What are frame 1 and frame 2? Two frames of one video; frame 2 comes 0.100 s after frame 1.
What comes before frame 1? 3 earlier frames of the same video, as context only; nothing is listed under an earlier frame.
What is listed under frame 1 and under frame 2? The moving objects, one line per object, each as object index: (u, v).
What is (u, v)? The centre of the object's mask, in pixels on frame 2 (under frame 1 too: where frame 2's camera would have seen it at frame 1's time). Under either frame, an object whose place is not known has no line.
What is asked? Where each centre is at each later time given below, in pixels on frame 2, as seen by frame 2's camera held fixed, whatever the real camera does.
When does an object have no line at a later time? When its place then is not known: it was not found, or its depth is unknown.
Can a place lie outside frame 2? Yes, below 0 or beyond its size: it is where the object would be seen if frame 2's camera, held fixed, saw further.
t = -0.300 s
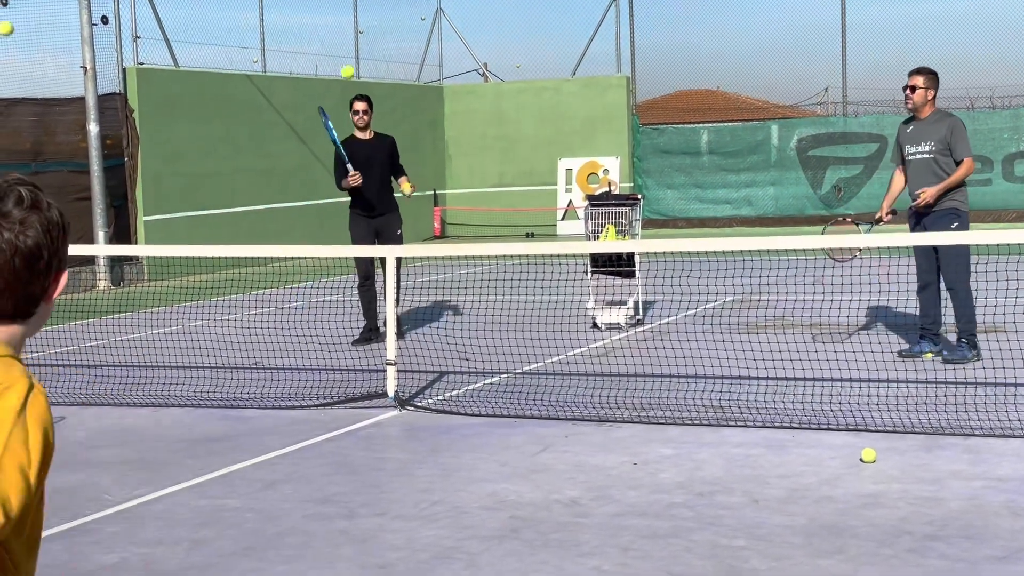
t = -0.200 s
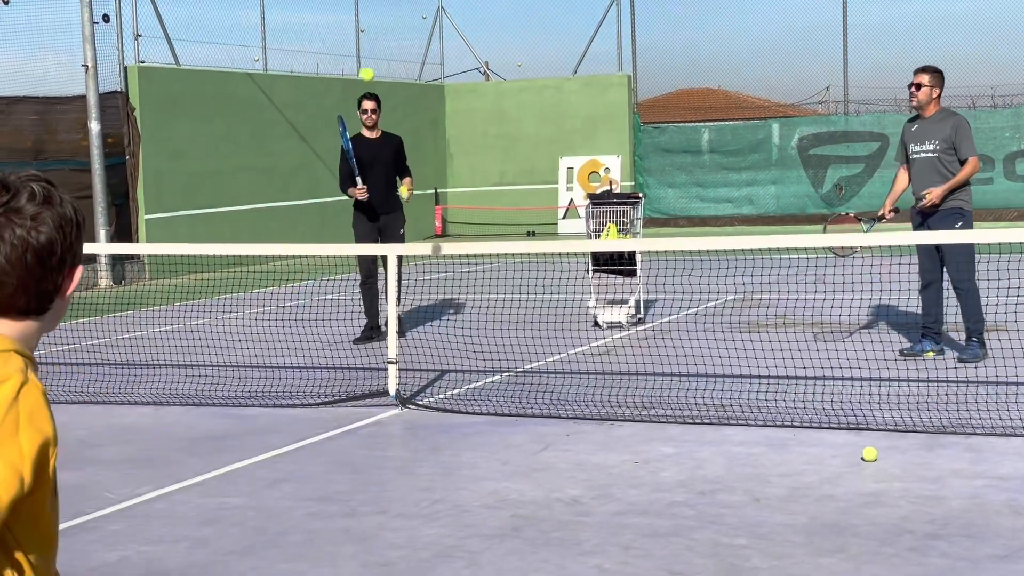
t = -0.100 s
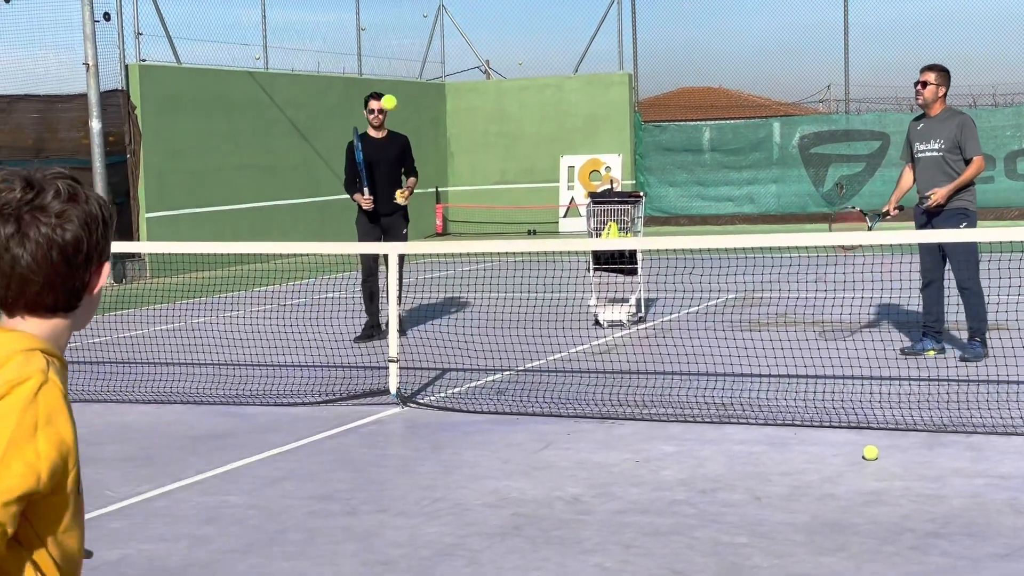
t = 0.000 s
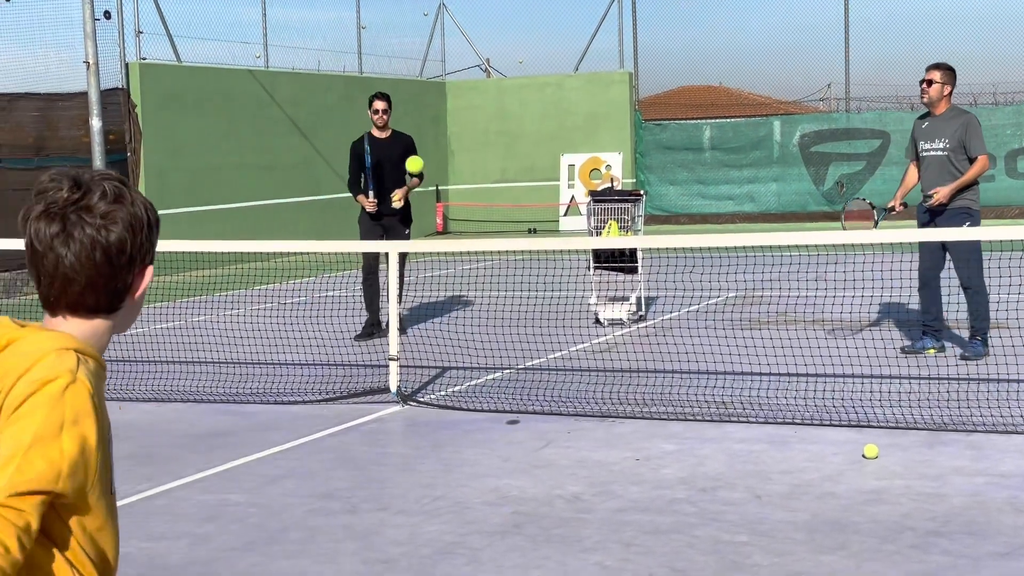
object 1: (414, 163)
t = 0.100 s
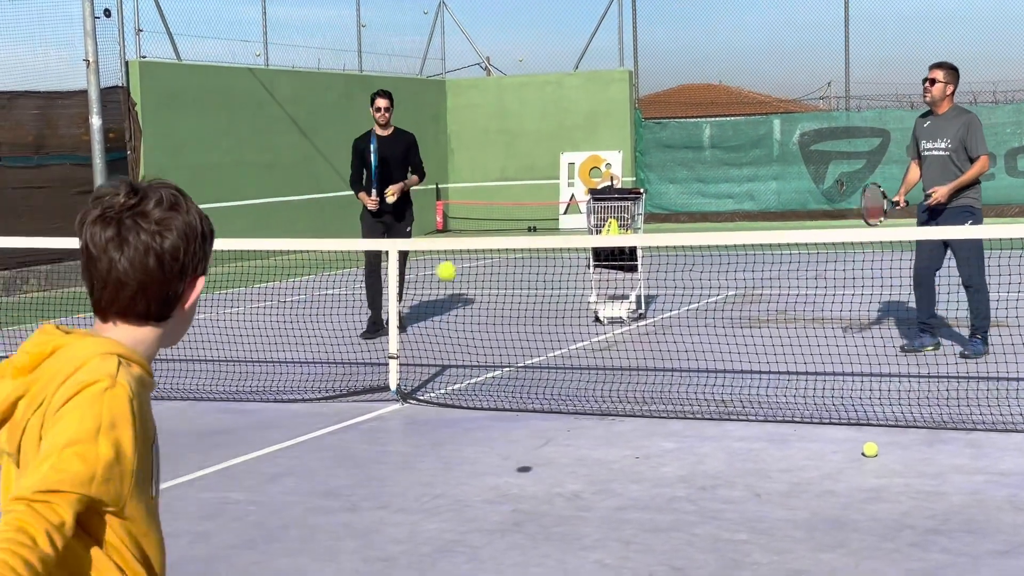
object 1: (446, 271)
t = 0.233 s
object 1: (503, 517)
